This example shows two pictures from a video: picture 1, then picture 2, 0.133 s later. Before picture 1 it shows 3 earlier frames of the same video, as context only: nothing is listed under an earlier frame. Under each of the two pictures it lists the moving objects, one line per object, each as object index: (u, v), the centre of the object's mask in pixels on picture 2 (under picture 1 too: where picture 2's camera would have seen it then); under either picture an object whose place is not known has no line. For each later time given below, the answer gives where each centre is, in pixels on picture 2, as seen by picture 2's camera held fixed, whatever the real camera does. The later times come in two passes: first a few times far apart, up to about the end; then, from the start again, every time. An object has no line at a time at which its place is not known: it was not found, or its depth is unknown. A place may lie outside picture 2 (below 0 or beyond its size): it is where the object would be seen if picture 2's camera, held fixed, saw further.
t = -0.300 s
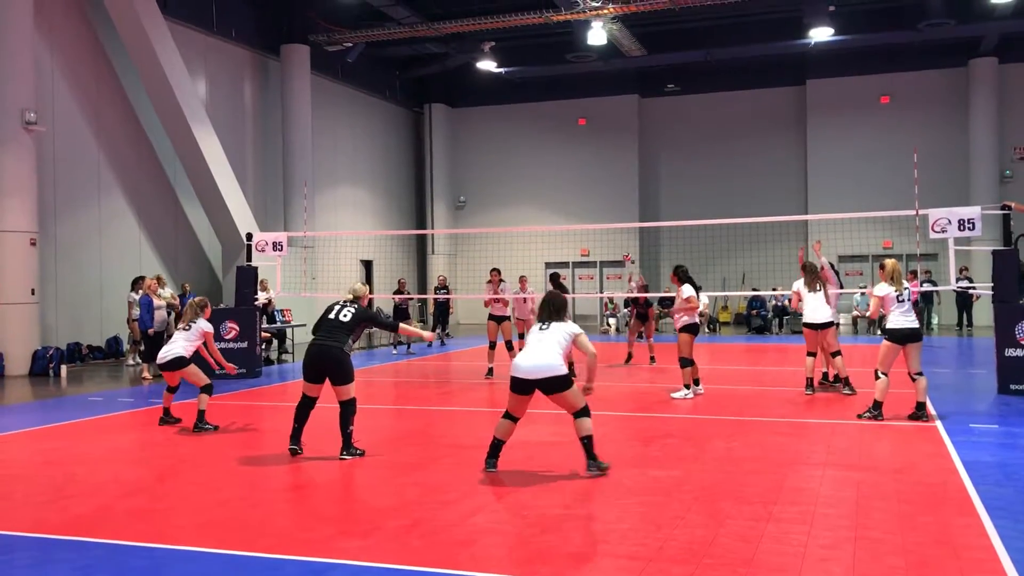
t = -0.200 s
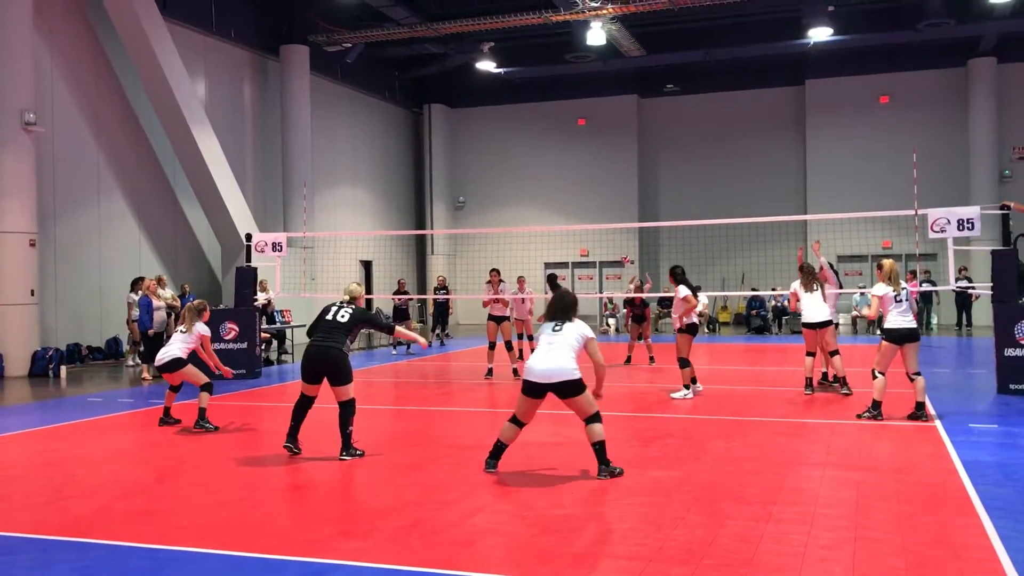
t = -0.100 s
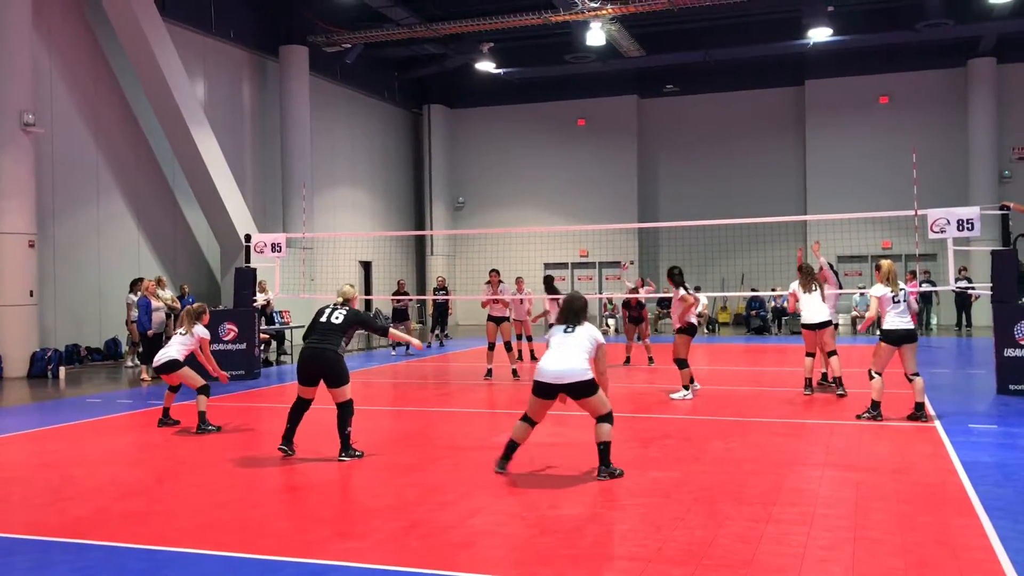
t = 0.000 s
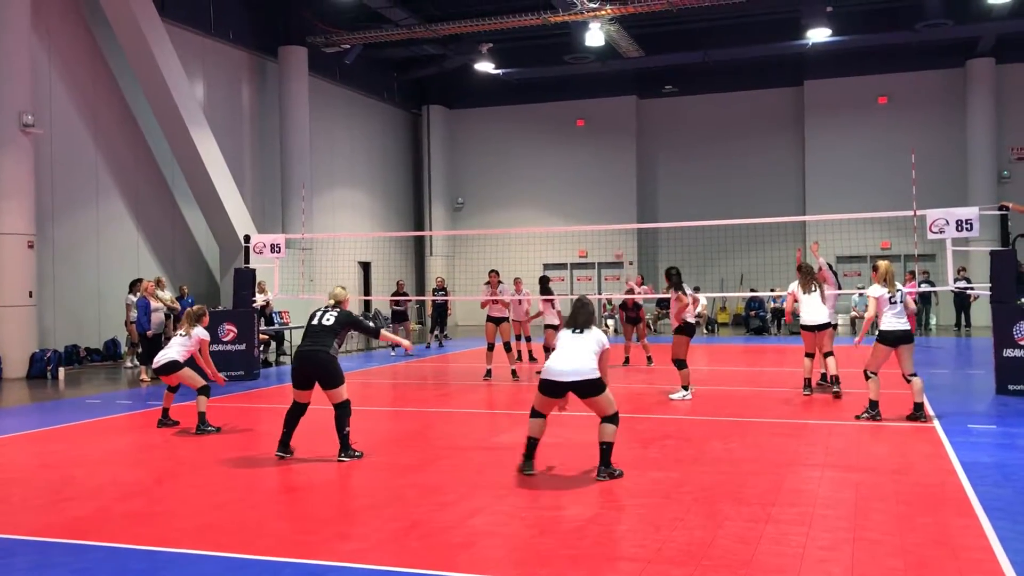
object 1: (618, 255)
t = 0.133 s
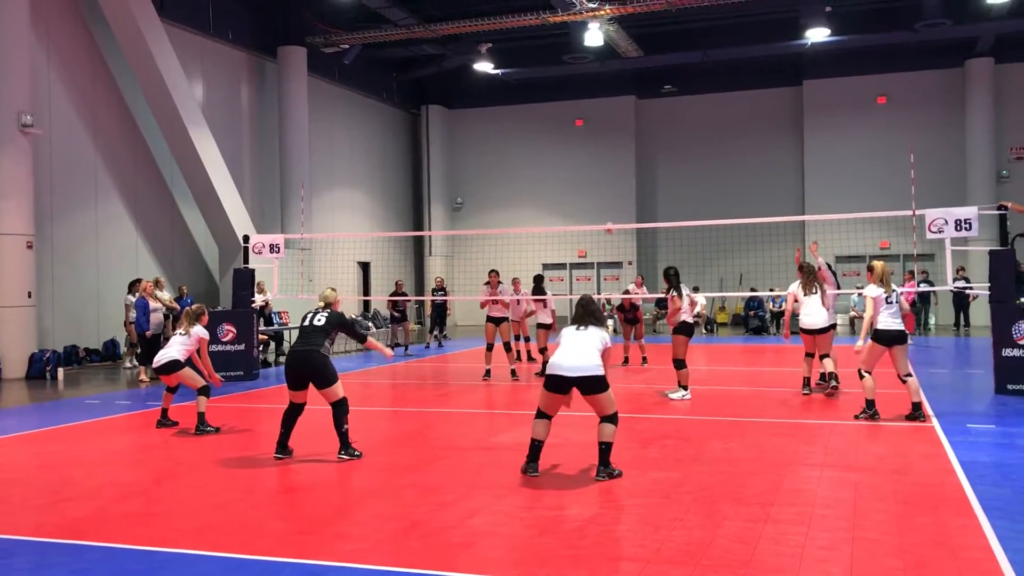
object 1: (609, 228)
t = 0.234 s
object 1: (601, 210)
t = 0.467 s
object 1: (576, 180)
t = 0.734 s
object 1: (534, 176)
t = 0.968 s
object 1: (482, 215)
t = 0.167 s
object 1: (606, 220)
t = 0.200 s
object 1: (604, 216)
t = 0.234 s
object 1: (601, 210)
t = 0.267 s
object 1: (597, 205)
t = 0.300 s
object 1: (595, 200)
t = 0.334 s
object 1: (590, 195)
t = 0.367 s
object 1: (587, 191)
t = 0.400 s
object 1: (584, 187)
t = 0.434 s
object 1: (581, 183)
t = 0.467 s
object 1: (576, 180)
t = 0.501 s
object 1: (572, 177)
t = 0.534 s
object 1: (567, 175)
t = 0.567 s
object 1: (563, 173)
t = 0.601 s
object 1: (556, 172)
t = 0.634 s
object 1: (552, 172)
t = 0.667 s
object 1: (547, 173)
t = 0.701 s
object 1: (540, 174)
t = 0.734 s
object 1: (534, 176)
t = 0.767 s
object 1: (528, 178)
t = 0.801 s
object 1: (522, 181)
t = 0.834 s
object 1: (515, 186)
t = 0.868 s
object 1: (507, 191)
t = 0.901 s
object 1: (500, 197)
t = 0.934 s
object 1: (490, 205)
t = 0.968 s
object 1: (482, 215)
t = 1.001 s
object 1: (472, 226)
